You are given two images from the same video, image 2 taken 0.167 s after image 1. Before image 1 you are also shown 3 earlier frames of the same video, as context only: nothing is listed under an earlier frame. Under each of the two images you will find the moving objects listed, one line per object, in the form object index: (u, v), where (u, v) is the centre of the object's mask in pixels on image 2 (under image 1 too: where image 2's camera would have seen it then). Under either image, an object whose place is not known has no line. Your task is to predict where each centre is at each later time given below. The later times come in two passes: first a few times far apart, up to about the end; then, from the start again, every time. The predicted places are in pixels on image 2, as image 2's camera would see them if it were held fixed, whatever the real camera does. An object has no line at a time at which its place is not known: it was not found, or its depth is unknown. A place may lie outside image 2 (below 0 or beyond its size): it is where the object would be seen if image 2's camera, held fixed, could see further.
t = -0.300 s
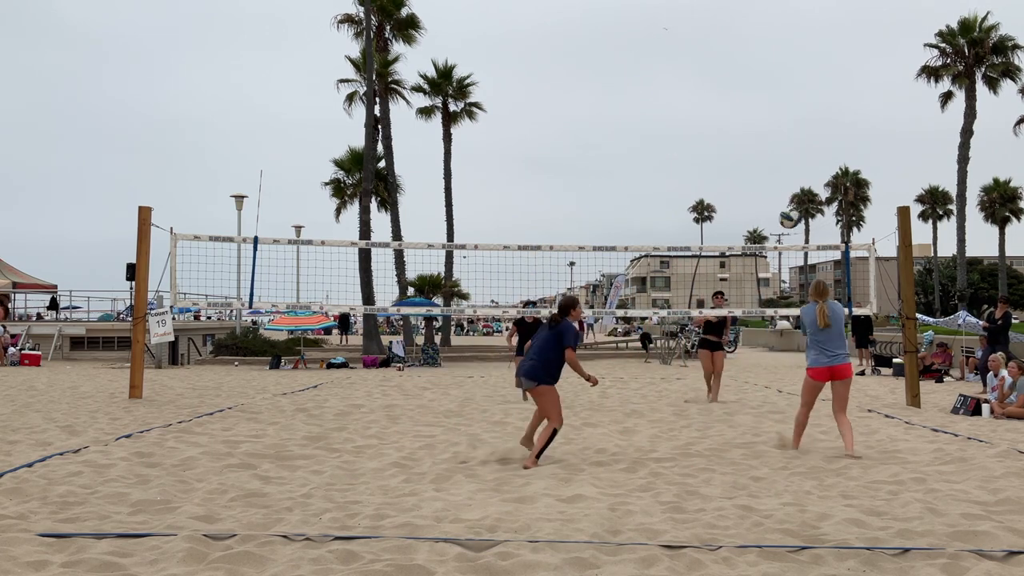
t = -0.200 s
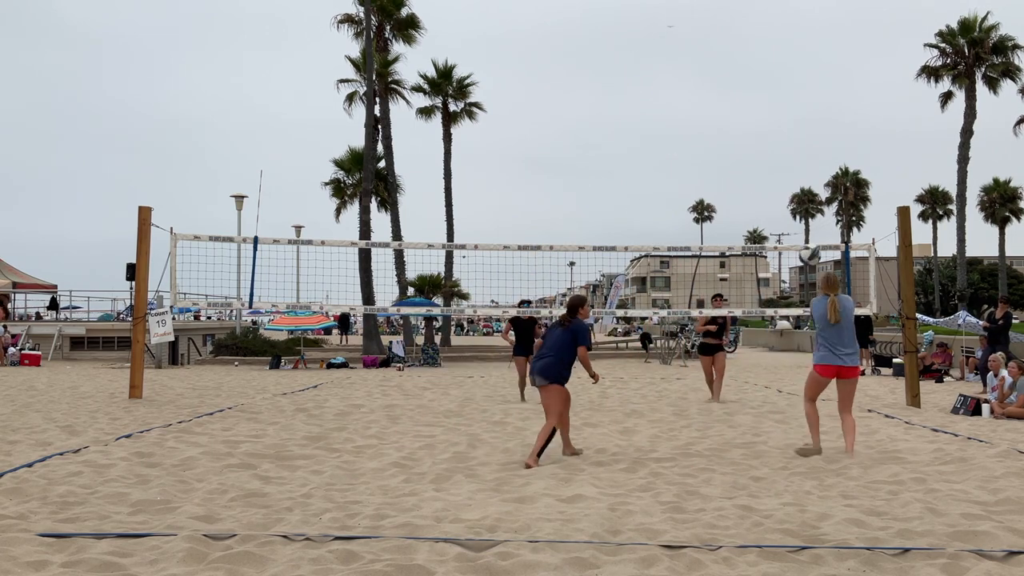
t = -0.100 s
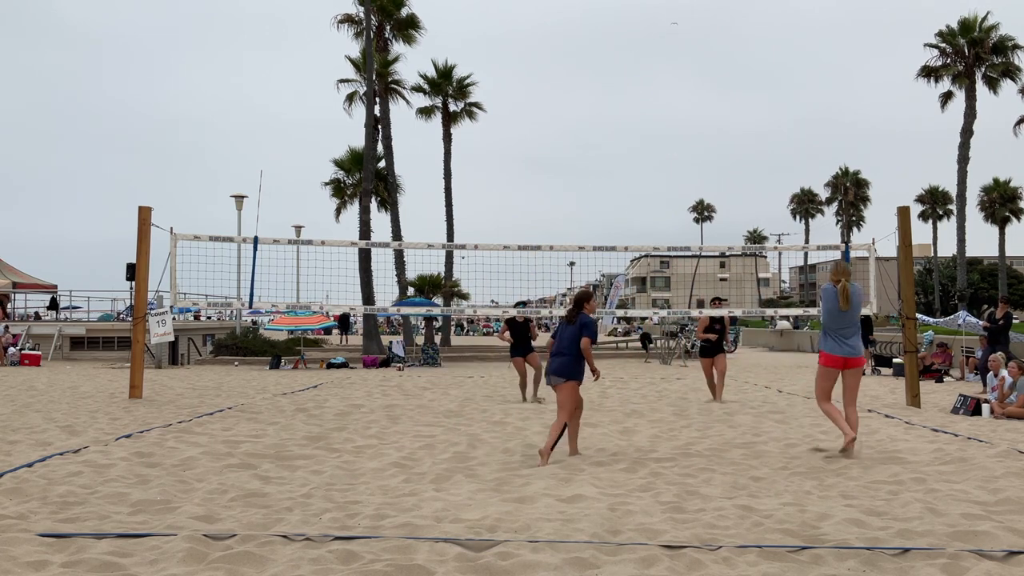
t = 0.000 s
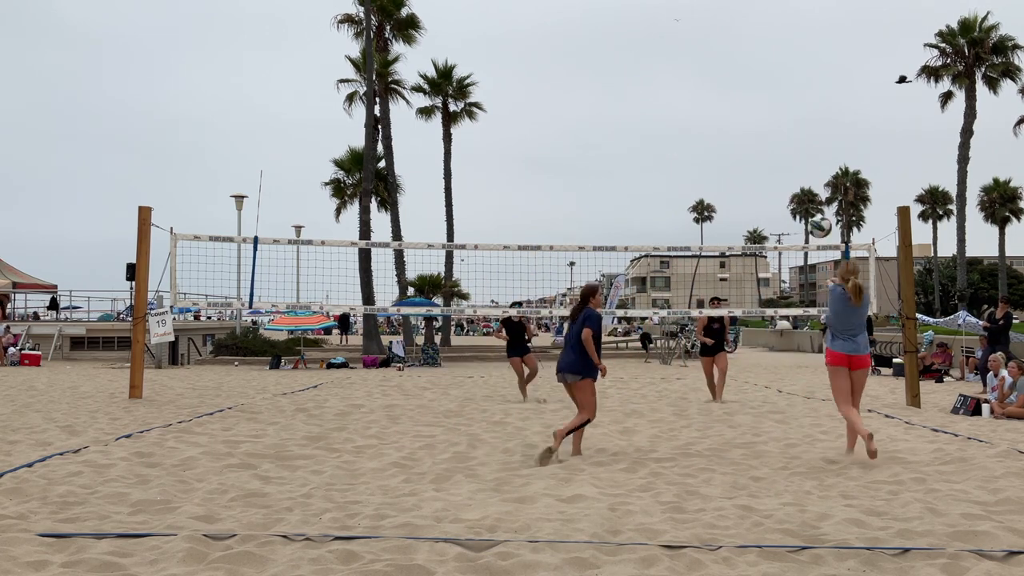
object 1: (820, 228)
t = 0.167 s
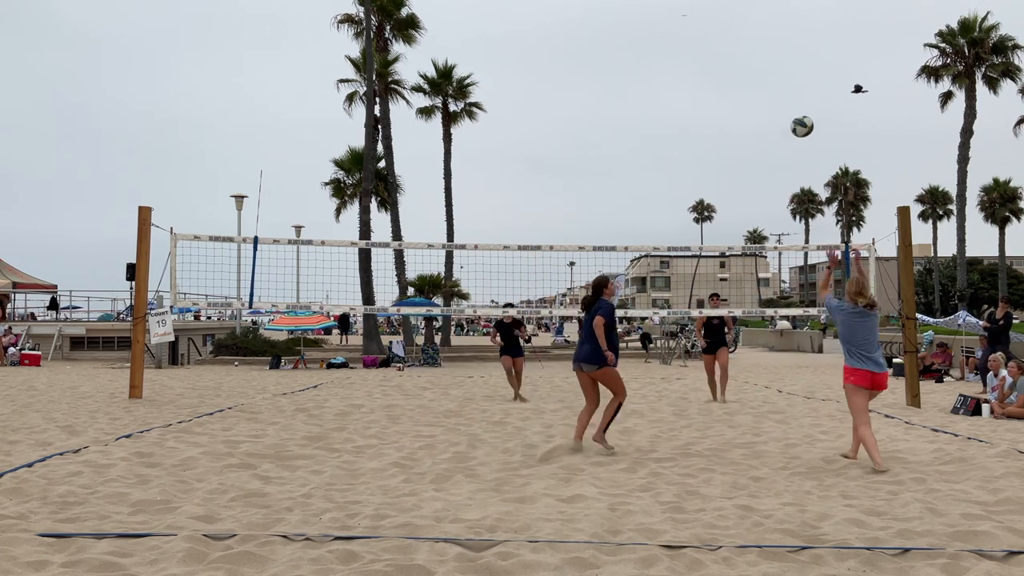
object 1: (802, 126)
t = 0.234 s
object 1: (796, 96)
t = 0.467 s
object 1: (777, 30)
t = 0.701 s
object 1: (761, 19)
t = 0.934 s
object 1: (748, 57)
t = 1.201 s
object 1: (736, 153)
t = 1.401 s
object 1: (729, 257)
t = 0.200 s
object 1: (799, 111)
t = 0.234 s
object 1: (796, 96)
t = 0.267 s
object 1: (793, 83)
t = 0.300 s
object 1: (790, 71)
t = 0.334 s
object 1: (787, 60)
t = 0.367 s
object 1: (785, 51)
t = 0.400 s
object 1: (782, 43)
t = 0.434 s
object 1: (780, 35)
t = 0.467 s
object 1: (777, 30)
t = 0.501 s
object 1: (775, 25)
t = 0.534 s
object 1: (772, 21)
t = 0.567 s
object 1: (770, 19)
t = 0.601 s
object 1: (768, 17)
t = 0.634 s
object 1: (766, 17)
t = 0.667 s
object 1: (763, 17)
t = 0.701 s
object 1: (761, 19)
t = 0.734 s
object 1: (759, 21)
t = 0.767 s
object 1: (757, 25)
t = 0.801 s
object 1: (755, 29)
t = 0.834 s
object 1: (753, 35)
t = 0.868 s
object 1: (752, 41)
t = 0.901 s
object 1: (750, 49)
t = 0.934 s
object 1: (748, 57)
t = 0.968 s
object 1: (746, 66)
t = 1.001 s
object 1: (745, 76)
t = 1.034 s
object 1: (743, 87)
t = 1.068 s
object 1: (742, 99)
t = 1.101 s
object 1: (740, 111)
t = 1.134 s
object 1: (739, 124)
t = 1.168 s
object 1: (738, 138)
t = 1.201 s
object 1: (736, 153)
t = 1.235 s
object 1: (735, 169)
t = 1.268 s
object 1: (734, 185)
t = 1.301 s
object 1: (733, 202)
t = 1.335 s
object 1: (732, 219)
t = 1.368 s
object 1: (731, 238)
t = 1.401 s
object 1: (729, 257)
